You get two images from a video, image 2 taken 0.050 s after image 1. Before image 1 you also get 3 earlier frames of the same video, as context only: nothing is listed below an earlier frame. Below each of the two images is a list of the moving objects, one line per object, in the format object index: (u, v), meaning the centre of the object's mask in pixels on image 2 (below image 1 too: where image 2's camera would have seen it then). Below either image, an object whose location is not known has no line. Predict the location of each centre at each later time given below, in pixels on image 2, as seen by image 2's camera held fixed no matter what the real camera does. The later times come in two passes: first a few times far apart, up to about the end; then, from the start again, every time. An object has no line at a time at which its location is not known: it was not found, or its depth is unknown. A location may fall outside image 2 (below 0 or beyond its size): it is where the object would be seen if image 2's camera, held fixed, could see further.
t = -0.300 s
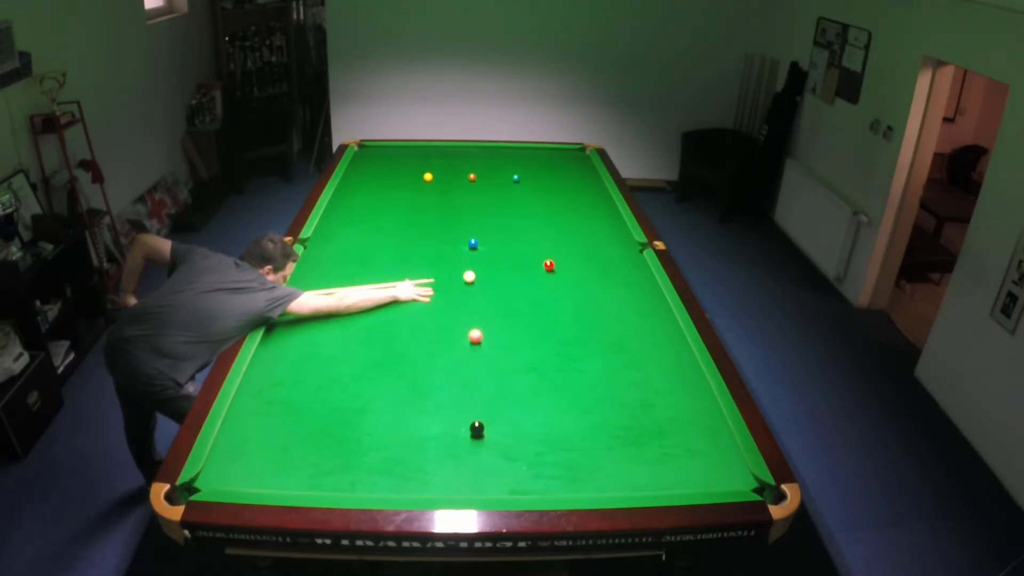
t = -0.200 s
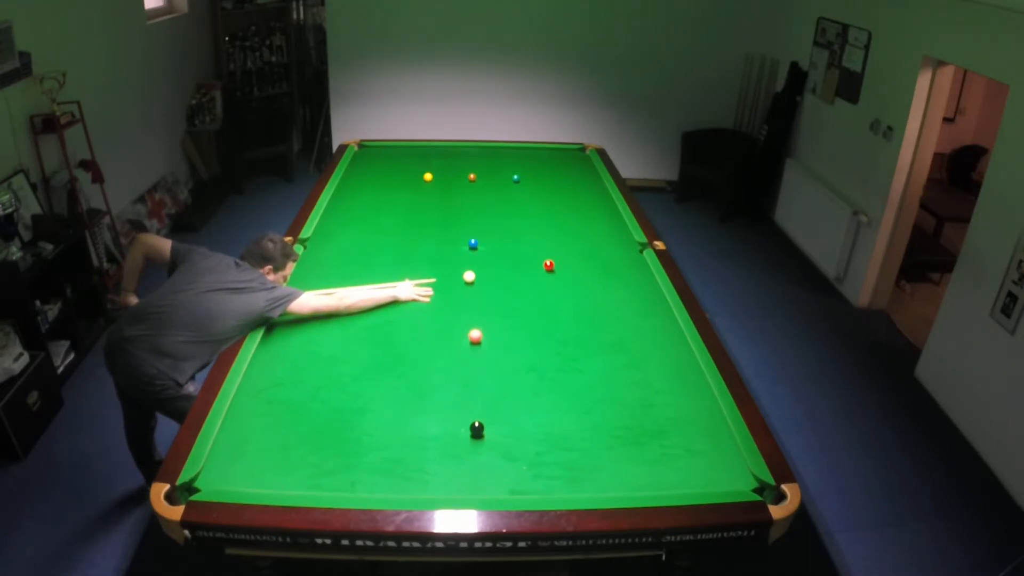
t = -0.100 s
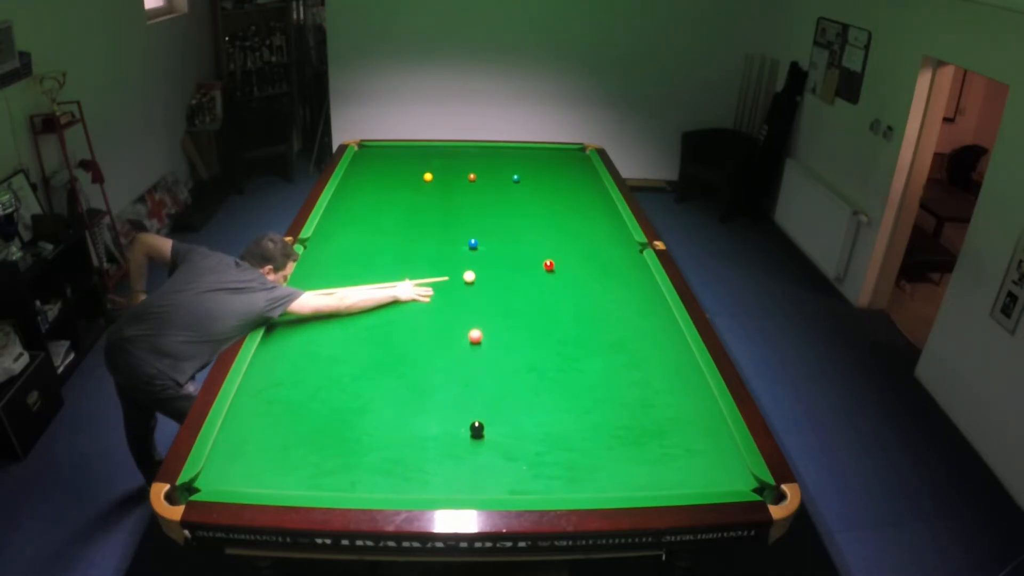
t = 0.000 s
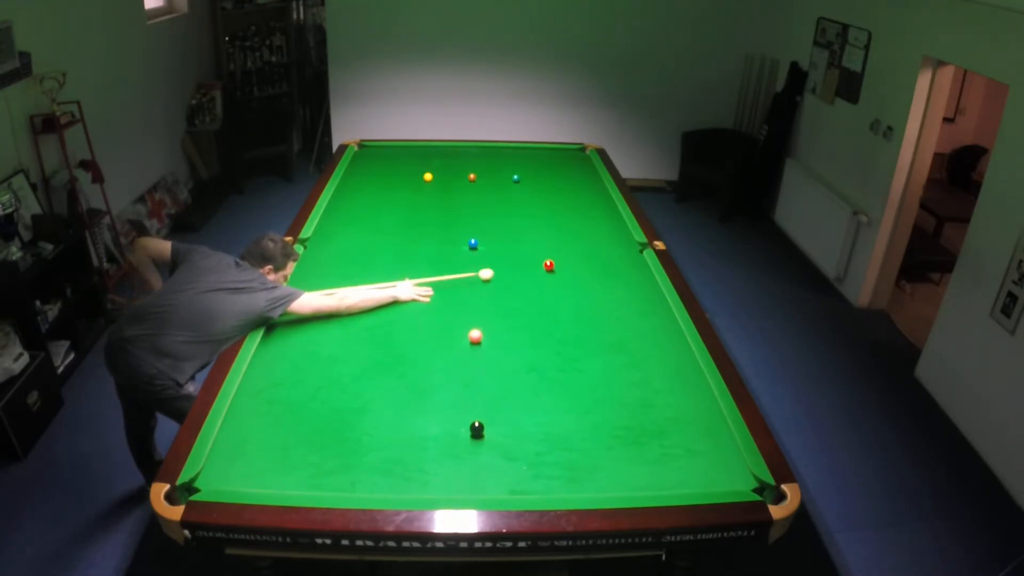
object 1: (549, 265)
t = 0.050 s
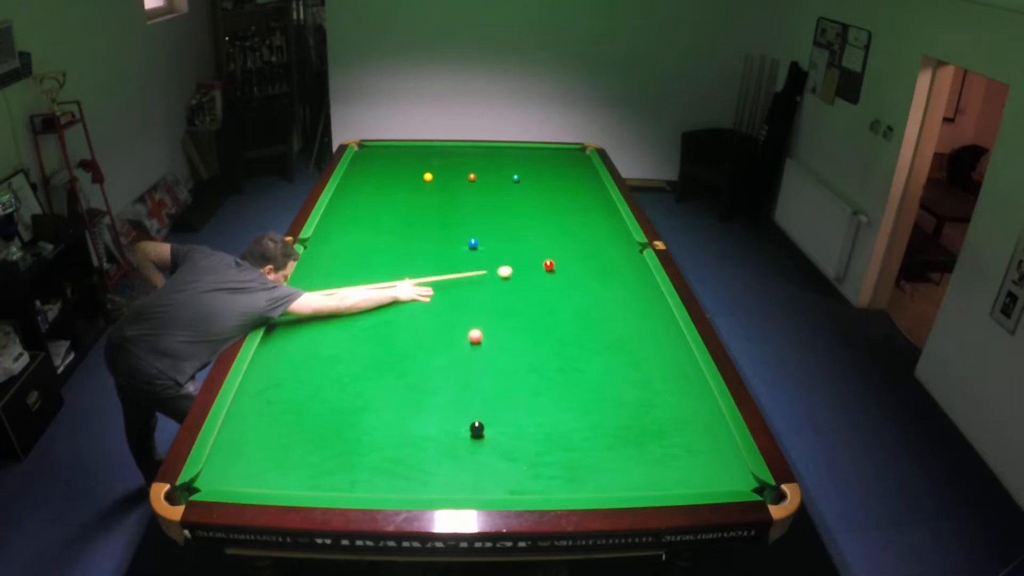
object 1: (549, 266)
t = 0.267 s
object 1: (580, 259)
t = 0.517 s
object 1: (629, 250)
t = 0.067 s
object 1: (549, 266)
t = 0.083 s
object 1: (549, 266)
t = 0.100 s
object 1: (549, 266)
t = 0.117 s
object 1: (549, 266)
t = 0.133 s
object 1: (549, 266)
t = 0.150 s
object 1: (550, 266)
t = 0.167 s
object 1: (553, 264)
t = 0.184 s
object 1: (558, 263)
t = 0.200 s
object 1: (563, 263)
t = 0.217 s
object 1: (568, 262)
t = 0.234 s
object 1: (572, 261)
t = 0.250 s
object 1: (576, 260)
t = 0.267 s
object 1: (580, 259)
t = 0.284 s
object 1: (584, 259)
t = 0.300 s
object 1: (588, 258)
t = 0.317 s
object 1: (592, 257)
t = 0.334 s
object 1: (596, 256)
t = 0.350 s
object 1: (599, 256)
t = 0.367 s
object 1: (602, 255)
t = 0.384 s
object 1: (606, 254)
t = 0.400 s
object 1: (609, 254)
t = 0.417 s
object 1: (612, 253)
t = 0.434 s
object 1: (615, 253)
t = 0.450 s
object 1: (618, 252)
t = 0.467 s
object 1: (621, 251)
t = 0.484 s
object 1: (623, 251)
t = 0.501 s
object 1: (626, 250)
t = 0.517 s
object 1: (629, 250)
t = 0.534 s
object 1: (632, 249)
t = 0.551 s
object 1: (635, 248)
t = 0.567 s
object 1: (638, 248)
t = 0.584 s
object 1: (640, 247)
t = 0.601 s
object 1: (642, 247)
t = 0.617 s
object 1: (644, 247)
